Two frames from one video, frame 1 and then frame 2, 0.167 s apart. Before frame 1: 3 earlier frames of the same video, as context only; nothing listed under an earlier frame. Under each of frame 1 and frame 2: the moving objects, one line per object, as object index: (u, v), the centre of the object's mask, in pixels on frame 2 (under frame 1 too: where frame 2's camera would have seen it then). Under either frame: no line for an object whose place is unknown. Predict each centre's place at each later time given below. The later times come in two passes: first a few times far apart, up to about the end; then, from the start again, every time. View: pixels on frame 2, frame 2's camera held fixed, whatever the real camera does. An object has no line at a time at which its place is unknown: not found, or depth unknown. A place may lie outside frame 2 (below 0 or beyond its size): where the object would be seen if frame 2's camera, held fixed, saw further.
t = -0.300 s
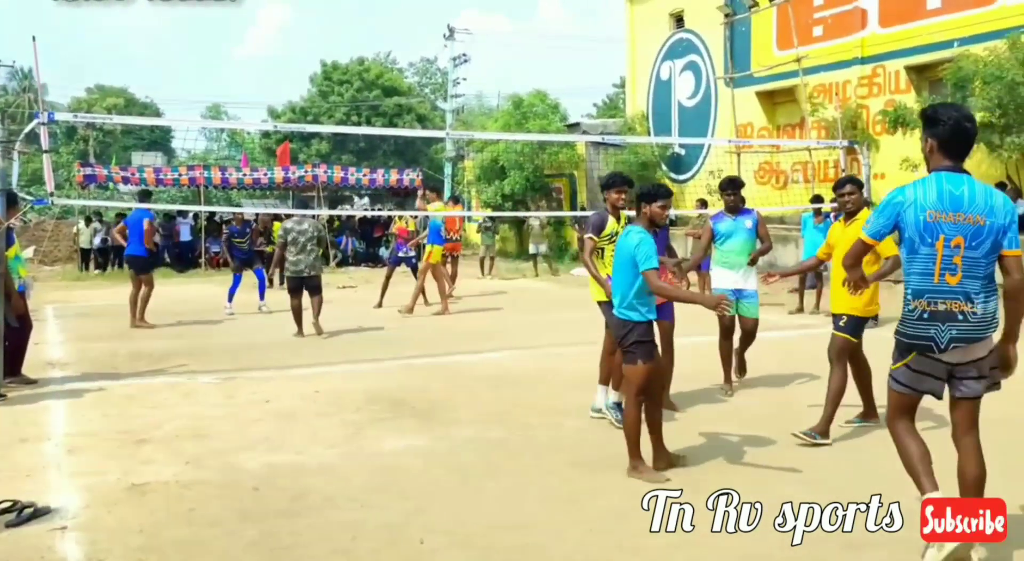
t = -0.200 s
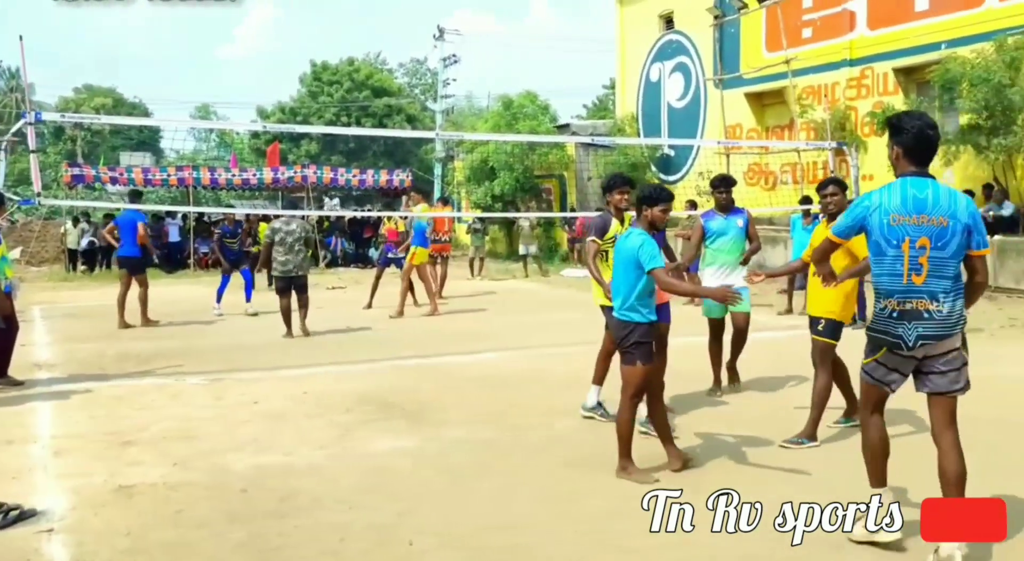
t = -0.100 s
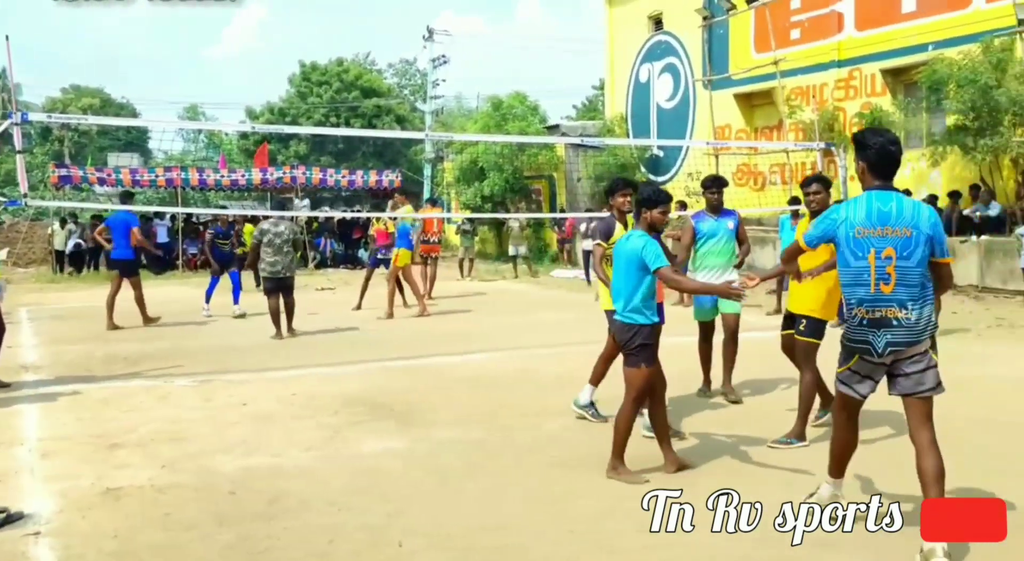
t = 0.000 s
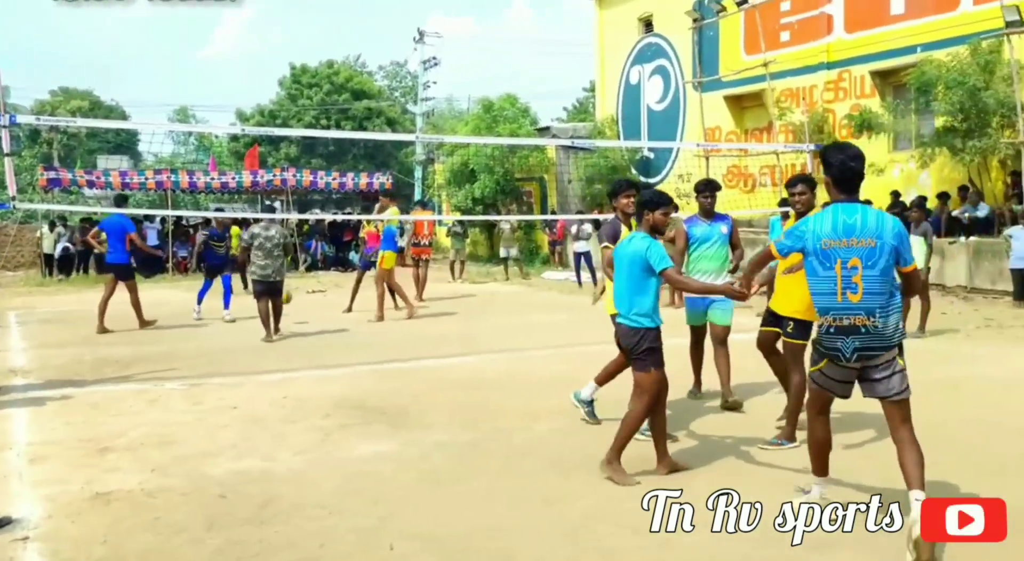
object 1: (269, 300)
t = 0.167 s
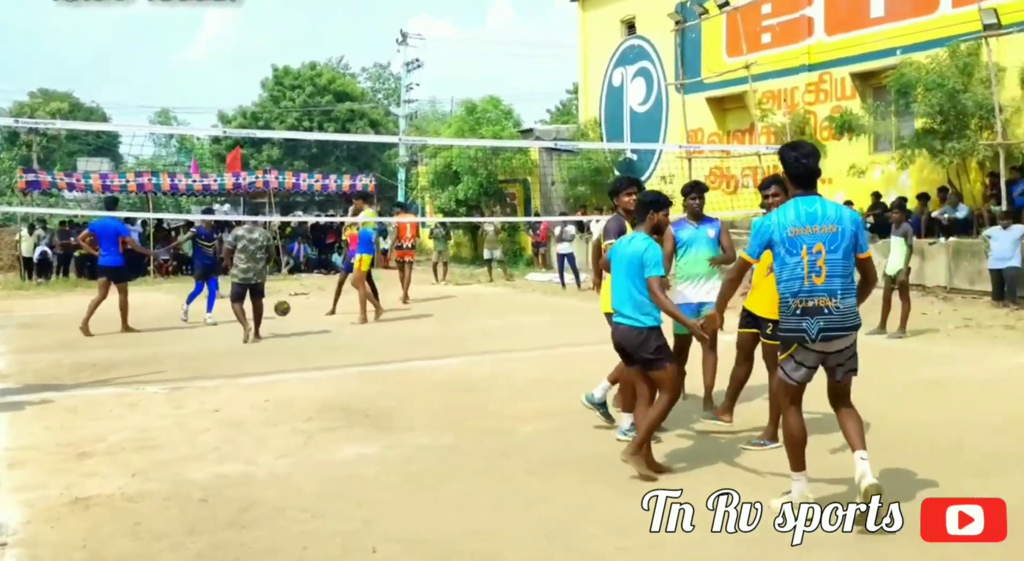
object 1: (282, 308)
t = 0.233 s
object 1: (288, 297)
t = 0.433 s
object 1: (306, 285)
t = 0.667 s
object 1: (334, 316)
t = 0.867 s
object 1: (362, 352)
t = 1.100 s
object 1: (402, 330)
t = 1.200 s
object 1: (424, 340)
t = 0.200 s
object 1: (285, 302)
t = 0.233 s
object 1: (288, 297)
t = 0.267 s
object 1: (291, 293)
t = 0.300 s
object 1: (294, 290)
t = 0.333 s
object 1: (296, 288)
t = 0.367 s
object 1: (300, 285)
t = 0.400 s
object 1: (303, 285)
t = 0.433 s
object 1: (306, 285)
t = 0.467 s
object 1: (309, 286)
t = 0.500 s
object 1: (314, 289)
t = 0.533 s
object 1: (317, 292)
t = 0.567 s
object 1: (321, 296)
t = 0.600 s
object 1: (324, 302)
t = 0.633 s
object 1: (329, 309)
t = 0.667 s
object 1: (334, 316)
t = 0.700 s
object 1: (338, 325)
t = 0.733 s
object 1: (343, 337)
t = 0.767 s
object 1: (348, 349)
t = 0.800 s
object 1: (353, 364)
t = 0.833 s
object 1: (358, 360)
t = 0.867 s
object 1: (362, 352)
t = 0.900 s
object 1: (367, 346)
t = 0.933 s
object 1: (372, 340)
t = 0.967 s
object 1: (378, 336)
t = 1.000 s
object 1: (383, 332)
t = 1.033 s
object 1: (390, 331)
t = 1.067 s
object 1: (395, 329)
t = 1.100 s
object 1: (402, 330)
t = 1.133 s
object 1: (409, 331)
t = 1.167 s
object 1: (416, 335)
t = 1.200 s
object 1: (424, 340)
